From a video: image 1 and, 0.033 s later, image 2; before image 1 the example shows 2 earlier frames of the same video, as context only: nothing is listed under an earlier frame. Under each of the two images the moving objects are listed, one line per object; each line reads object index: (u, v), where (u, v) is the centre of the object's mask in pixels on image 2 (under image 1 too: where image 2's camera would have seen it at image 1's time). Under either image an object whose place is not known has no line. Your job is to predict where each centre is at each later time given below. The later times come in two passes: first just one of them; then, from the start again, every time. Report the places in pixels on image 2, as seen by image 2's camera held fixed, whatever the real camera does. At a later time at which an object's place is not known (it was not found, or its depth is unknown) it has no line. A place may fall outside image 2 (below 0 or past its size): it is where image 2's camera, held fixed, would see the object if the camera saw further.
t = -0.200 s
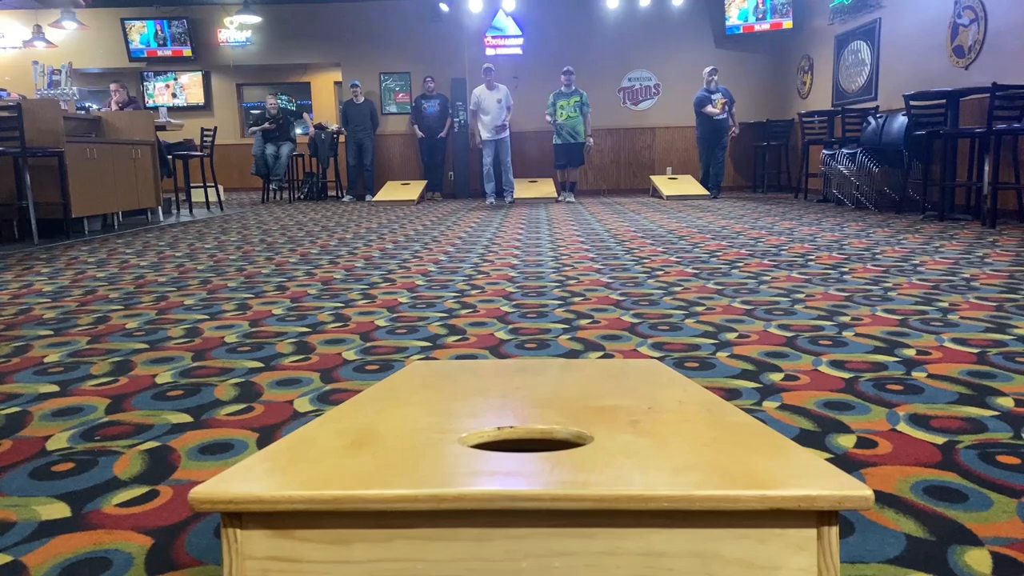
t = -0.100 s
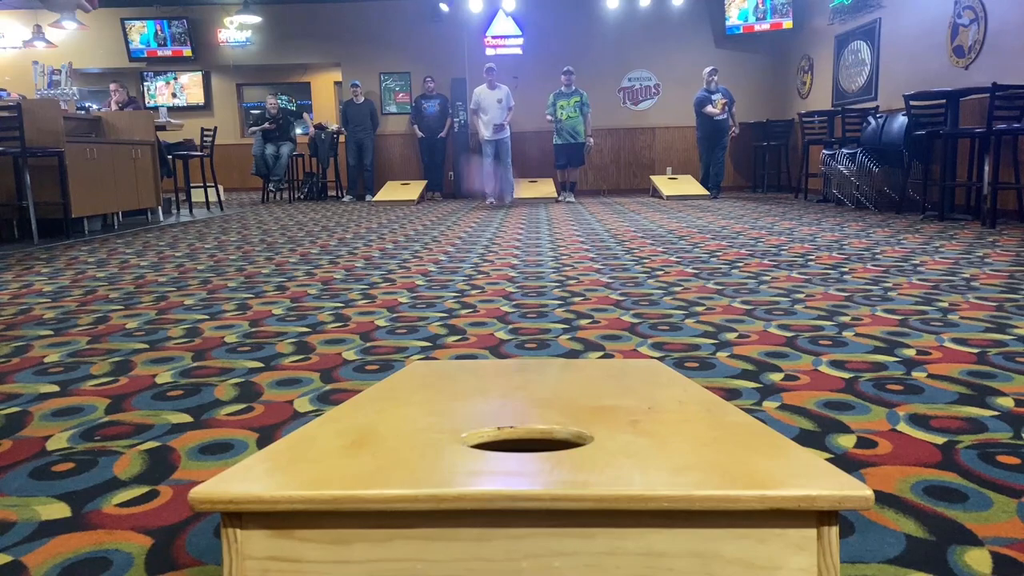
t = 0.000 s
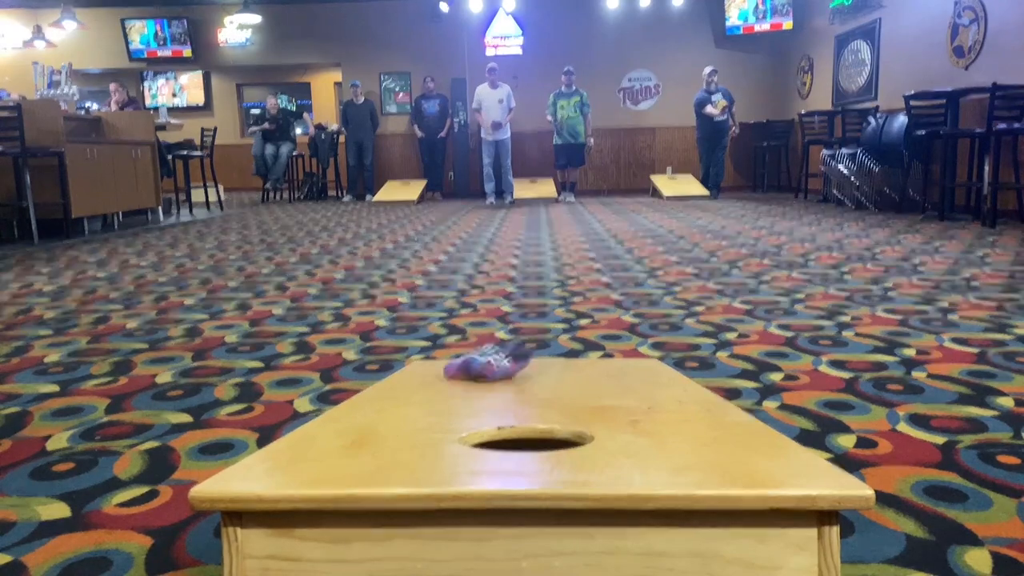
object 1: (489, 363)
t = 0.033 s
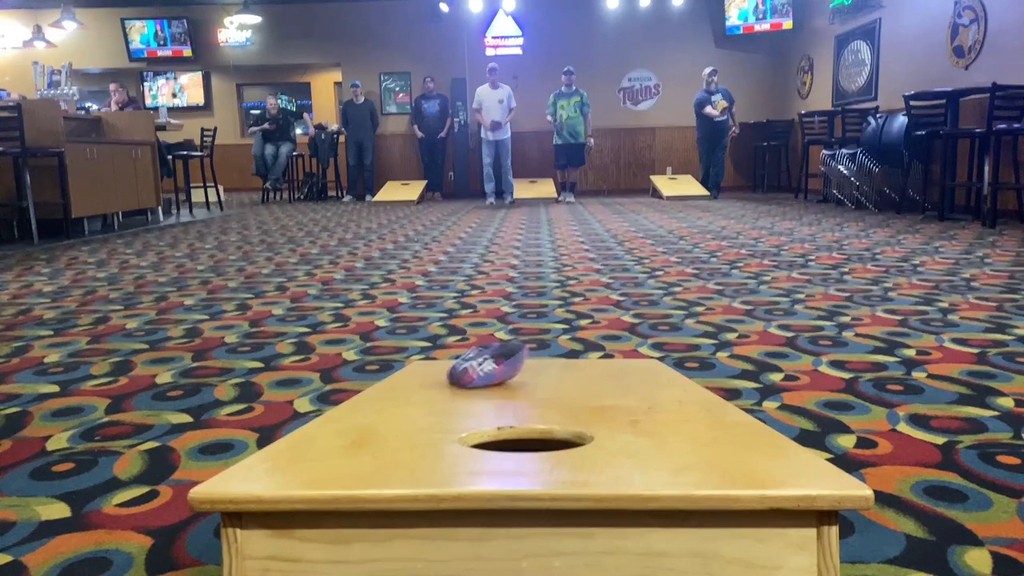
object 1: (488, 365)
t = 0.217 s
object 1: (458, 421)
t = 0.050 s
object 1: (485, 369)
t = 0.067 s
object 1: (483, 372)
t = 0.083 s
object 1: (481, 377)
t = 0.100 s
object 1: (478, 383)
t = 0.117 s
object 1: (477, 391)
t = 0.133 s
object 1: (474, 398)
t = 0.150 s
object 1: (470, 402)
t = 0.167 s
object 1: (469, 406)
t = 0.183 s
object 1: (464, 410)
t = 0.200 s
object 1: (461, 416)
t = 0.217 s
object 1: (458, 421)
